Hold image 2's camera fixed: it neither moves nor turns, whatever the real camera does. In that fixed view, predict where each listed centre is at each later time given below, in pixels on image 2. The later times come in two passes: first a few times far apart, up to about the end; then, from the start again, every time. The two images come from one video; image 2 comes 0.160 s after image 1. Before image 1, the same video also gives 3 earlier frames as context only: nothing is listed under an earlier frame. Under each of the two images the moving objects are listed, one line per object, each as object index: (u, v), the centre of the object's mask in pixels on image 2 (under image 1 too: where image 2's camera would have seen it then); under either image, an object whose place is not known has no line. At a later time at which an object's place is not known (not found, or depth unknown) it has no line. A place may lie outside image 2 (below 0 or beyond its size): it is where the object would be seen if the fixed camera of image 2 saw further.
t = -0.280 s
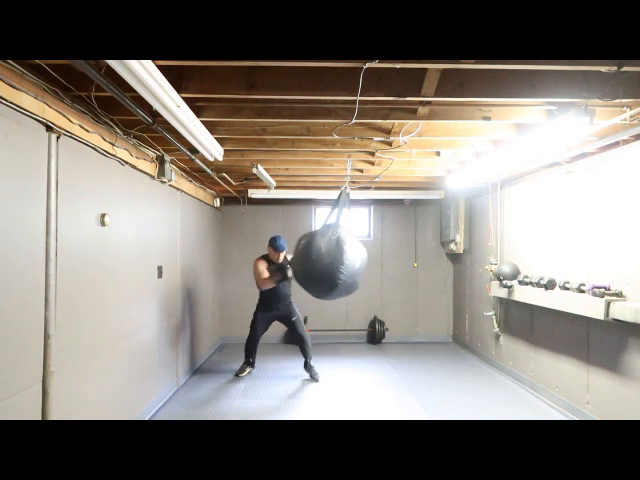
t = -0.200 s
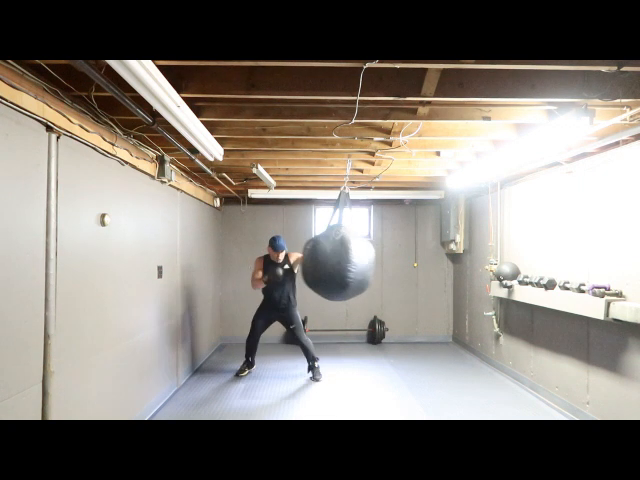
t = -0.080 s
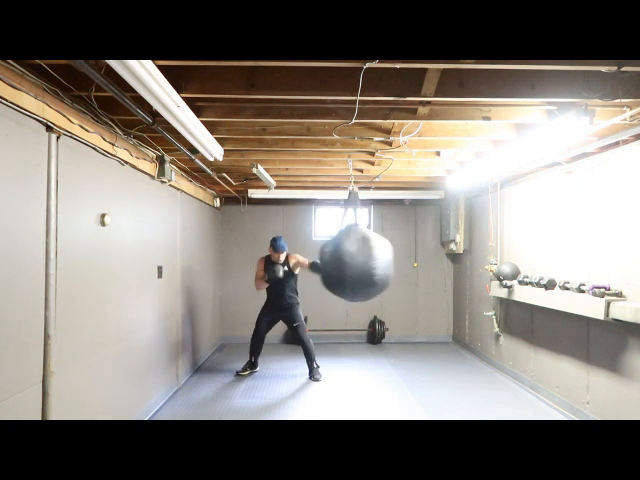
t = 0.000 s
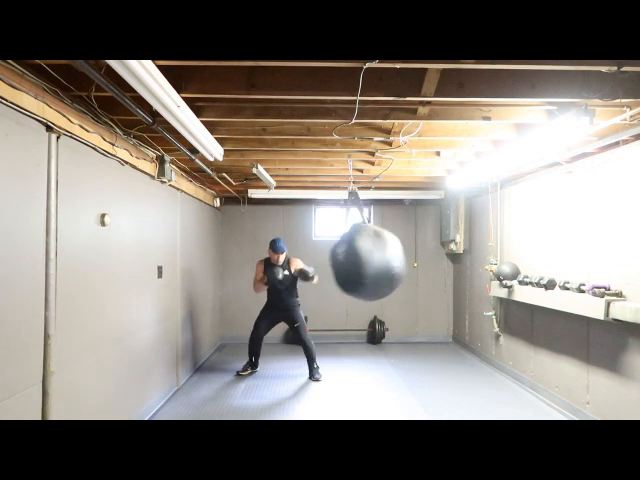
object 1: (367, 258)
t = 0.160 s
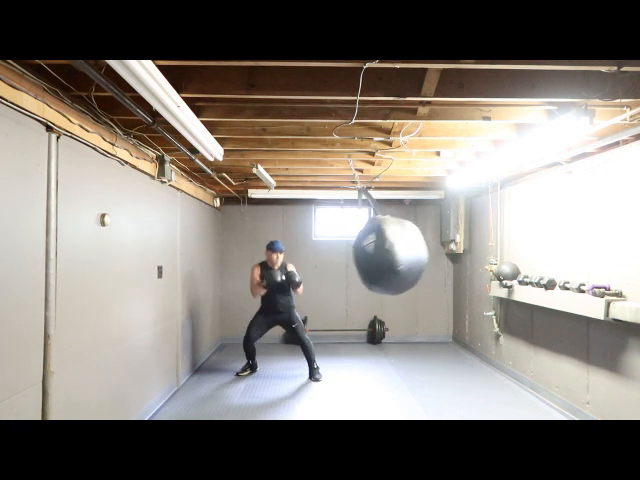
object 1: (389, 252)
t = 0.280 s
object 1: (395, 247)
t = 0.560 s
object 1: (392, 253)
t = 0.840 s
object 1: (358, 263)
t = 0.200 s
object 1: (392, 251)
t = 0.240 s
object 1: (394, 249)
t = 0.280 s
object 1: (395, 247)
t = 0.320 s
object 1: (397, 248)
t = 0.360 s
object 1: (398, 248)
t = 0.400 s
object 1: (398, 248)
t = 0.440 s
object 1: (398, 250)
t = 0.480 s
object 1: (396, 249)
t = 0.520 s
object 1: (394, 251)
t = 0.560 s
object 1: (392, 253)
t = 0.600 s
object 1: (389, 255)
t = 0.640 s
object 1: (386, 256)
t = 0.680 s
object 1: (381, 257)
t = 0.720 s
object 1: (376, 259)
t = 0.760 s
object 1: (370, 260)
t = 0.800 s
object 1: (364, 262)
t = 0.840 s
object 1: (358, 263)
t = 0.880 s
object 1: (351, 261)
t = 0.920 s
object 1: (345, 261)
